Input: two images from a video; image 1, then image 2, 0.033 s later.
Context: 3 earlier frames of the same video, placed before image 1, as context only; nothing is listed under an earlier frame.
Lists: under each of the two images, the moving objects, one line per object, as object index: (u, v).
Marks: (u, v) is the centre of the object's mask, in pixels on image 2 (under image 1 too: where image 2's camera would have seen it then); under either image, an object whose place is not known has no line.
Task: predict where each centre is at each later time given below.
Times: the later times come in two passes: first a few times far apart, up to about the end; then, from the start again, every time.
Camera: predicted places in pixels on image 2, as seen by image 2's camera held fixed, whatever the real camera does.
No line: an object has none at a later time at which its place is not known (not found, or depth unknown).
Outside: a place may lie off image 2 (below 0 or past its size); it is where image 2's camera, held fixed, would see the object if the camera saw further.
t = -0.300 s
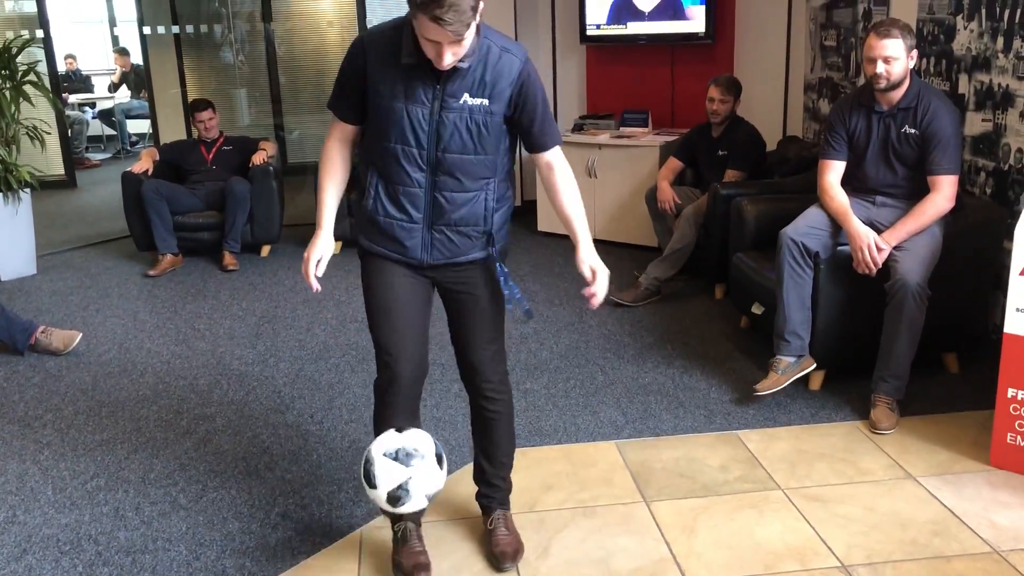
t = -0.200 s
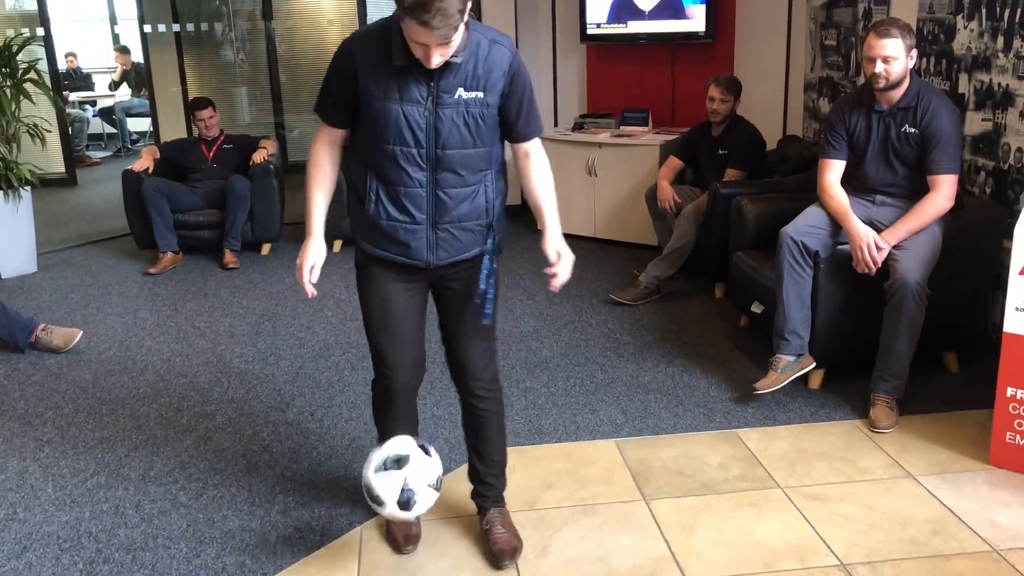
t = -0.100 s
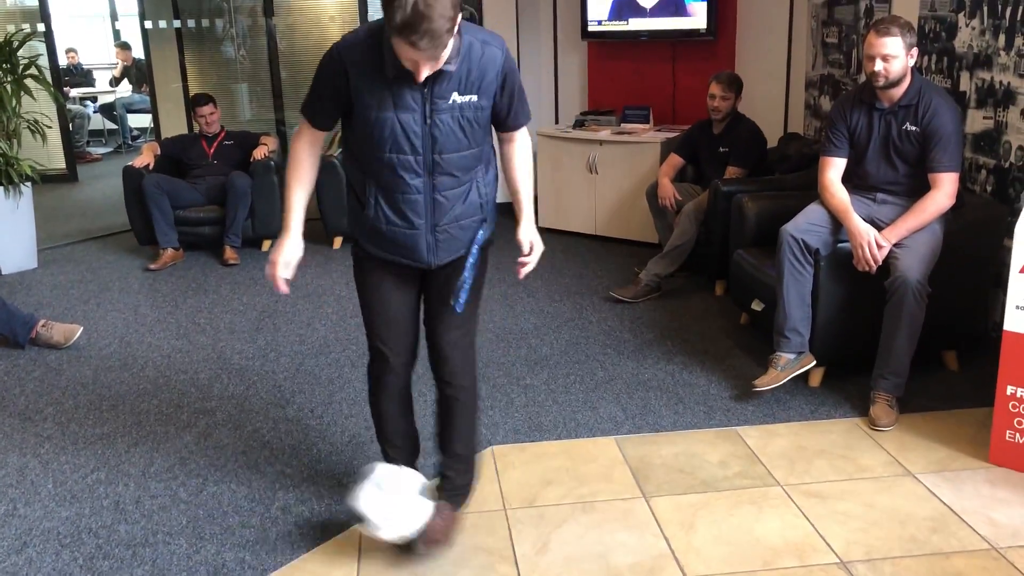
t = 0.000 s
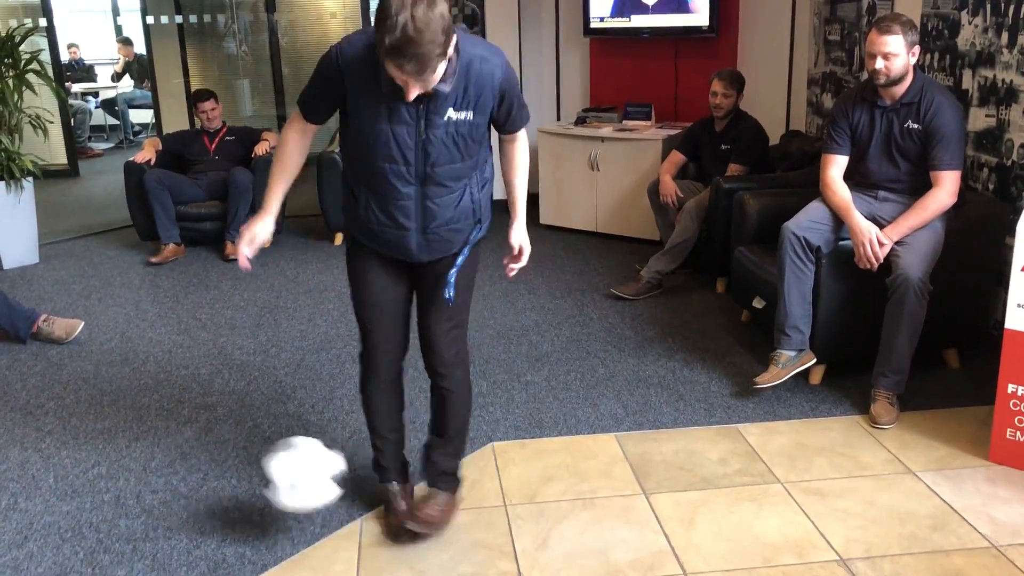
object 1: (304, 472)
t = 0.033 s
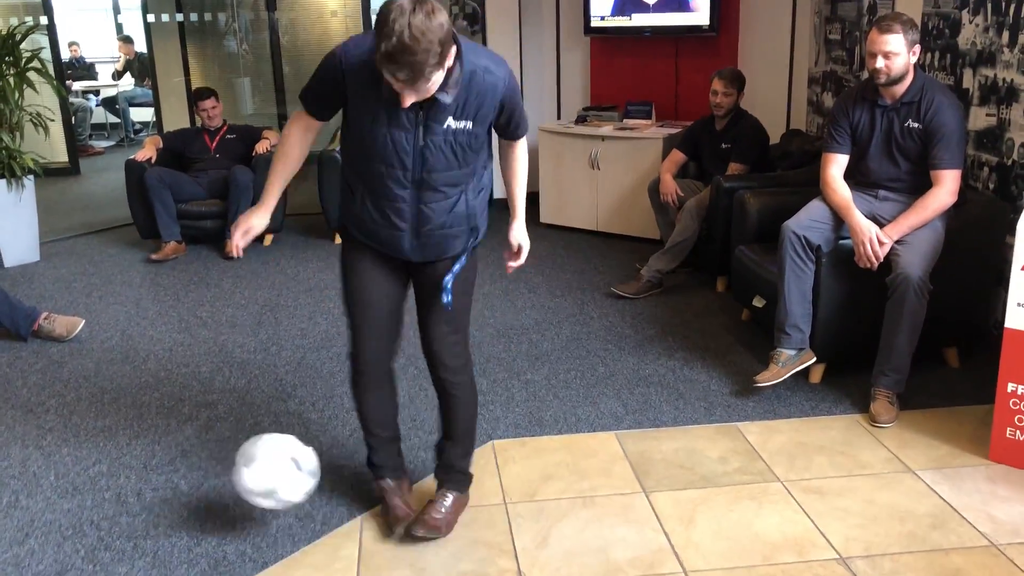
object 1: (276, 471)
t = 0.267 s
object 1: (120, 467)
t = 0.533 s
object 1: (18, 443)
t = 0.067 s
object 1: (248, 473)
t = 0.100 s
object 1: (222, 477)
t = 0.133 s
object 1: (195, 486)
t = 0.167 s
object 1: (171, 497)
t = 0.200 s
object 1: (151, 496)
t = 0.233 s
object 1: (135, 479)
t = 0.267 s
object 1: (120, 467)
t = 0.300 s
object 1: (105, 458)
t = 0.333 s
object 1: (91, 452)
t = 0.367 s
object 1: (78, 448)
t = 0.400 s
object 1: (66, 449)
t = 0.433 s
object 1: (55, 451)
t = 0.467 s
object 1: (44, 457)
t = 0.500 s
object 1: (33, 455)
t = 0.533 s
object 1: (18, 443)
